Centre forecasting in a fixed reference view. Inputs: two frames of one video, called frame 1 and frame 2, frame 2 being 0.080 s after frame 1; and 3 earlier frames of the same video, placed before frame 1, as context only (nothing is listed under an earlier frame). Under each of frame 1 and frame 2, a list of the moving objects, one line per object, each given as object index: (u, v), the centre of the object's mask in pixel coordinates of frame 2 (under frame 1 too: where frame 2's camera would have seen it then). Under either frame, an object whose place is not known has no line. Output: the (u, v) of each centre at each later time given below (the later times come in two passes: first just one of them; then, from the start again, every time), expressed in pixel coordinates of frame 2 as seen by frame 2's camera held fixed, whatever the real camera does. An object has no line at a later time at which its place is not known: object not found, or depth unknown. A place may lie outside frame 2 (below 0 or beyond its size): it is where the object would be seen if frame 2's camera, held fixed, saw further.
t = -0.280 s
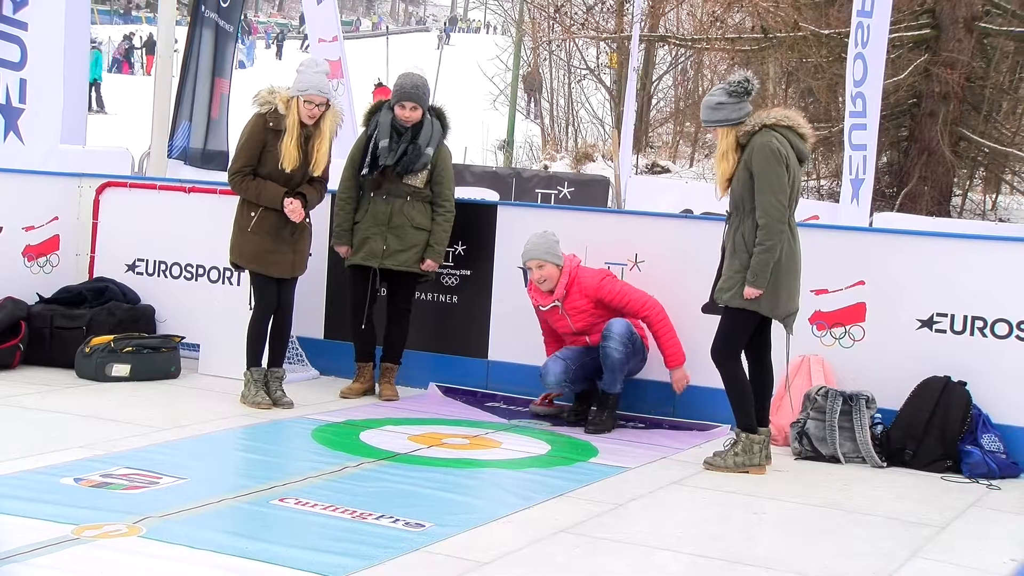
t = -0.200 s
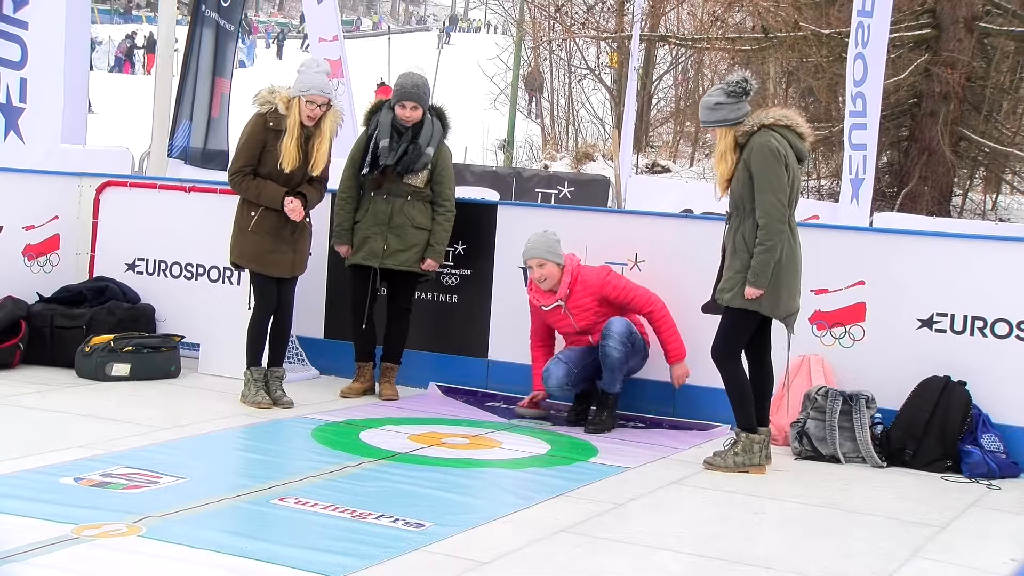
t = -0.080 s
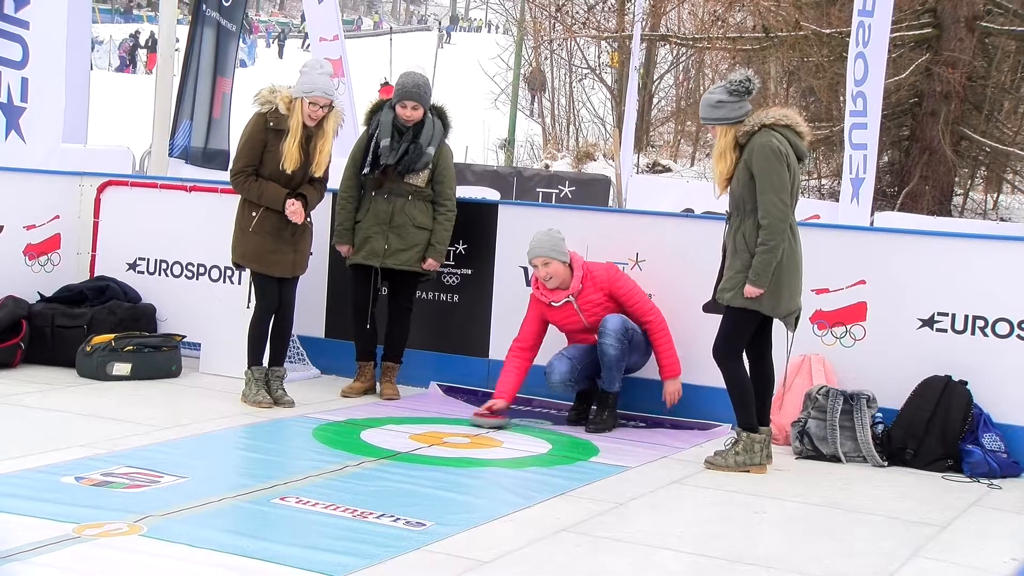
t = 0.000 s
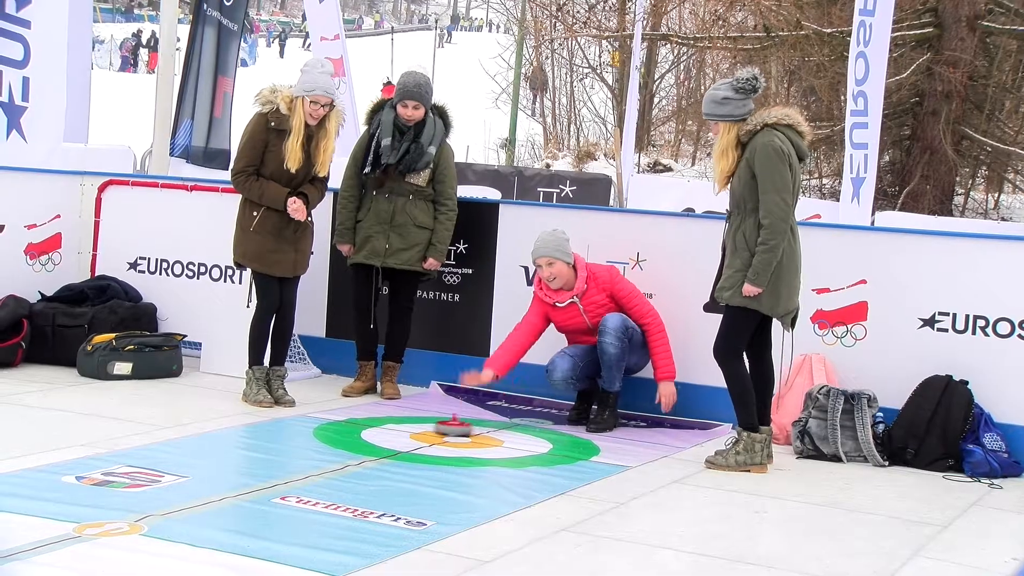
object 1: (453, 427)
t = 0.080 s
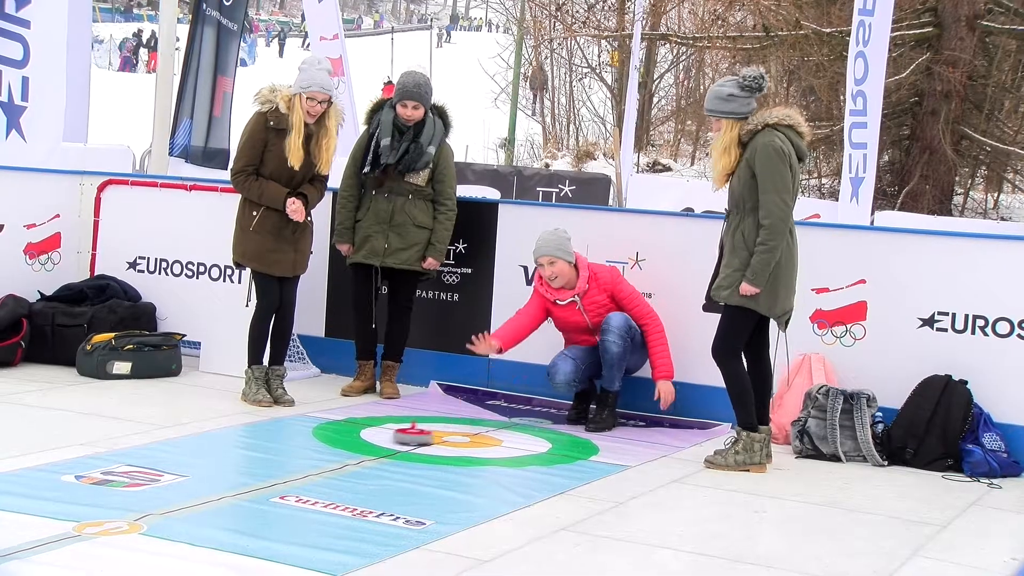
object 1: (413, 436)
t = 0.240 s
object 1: (324, 458)
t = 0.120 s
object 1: (392, 441)
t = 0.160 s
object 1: (370, 446)
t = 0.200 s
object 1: (348, 452)
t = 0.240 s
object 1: (324, 458)
